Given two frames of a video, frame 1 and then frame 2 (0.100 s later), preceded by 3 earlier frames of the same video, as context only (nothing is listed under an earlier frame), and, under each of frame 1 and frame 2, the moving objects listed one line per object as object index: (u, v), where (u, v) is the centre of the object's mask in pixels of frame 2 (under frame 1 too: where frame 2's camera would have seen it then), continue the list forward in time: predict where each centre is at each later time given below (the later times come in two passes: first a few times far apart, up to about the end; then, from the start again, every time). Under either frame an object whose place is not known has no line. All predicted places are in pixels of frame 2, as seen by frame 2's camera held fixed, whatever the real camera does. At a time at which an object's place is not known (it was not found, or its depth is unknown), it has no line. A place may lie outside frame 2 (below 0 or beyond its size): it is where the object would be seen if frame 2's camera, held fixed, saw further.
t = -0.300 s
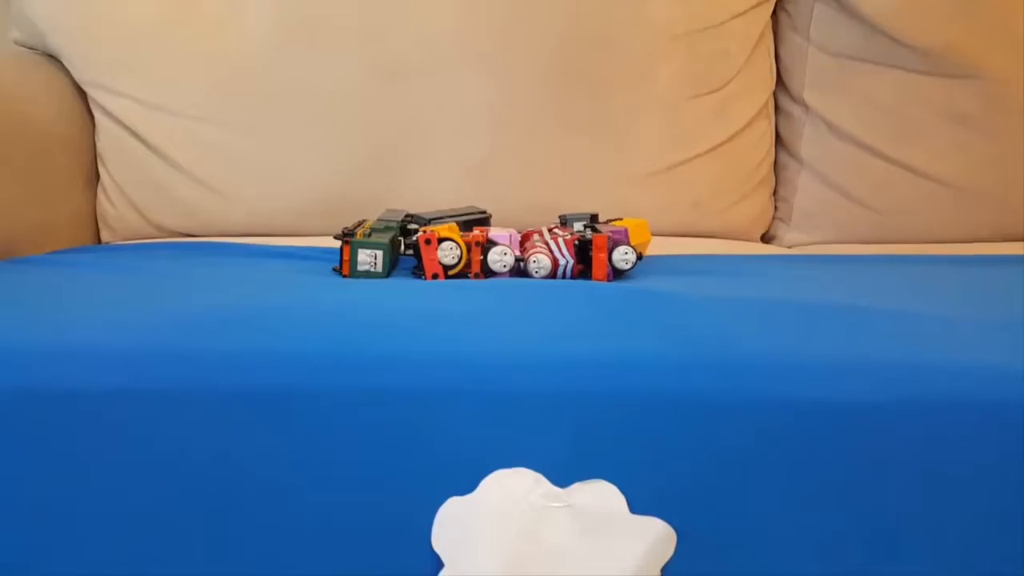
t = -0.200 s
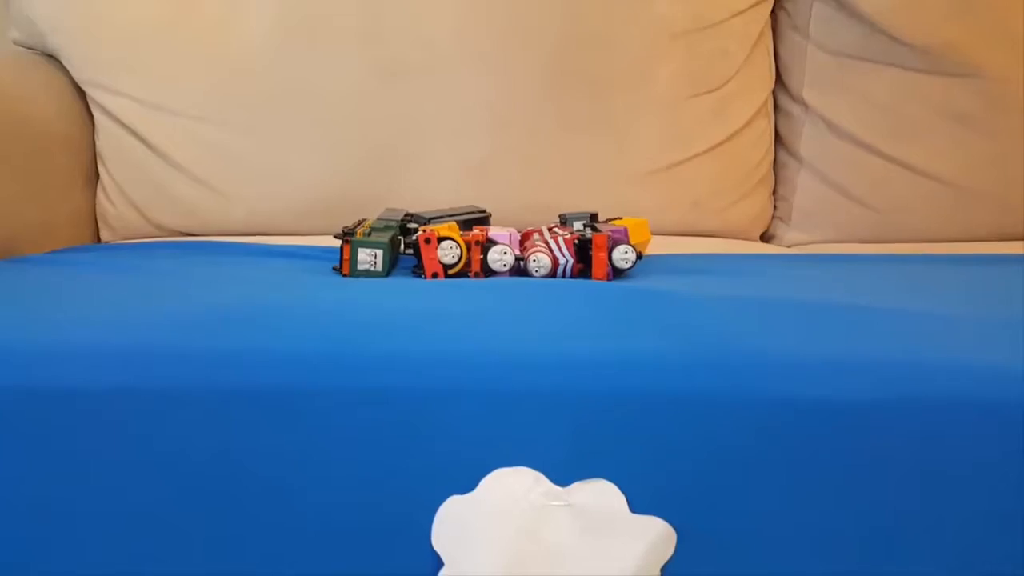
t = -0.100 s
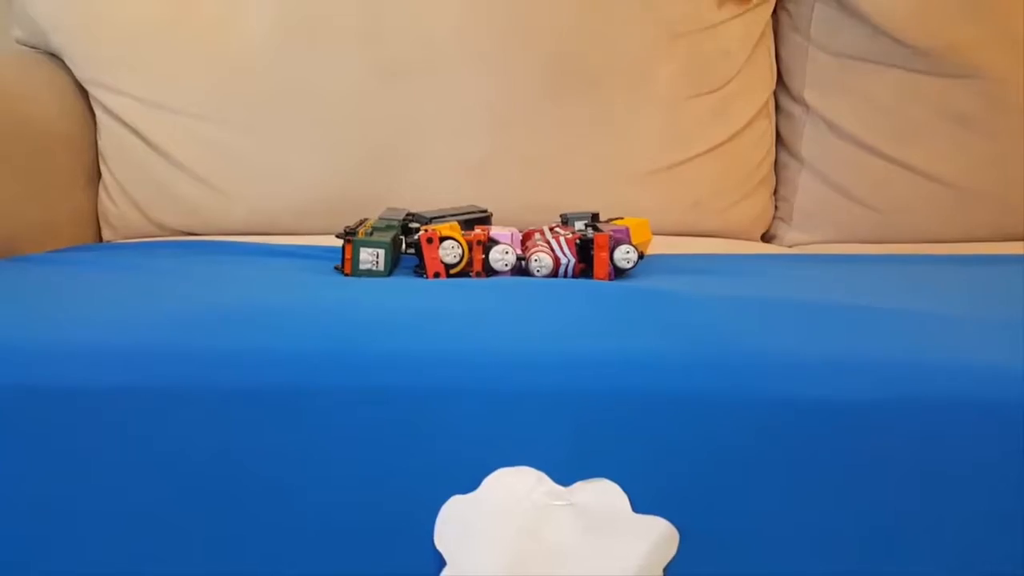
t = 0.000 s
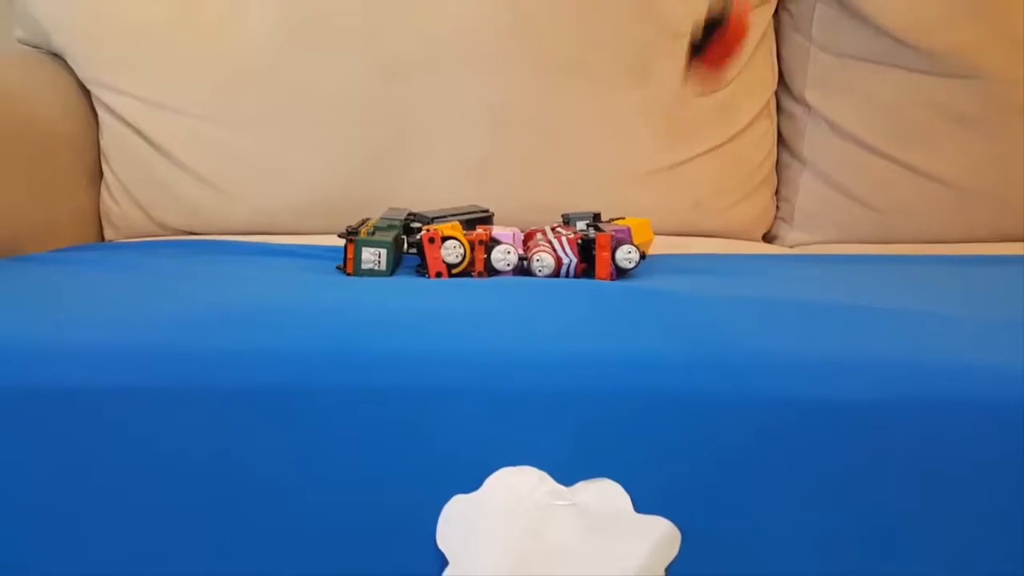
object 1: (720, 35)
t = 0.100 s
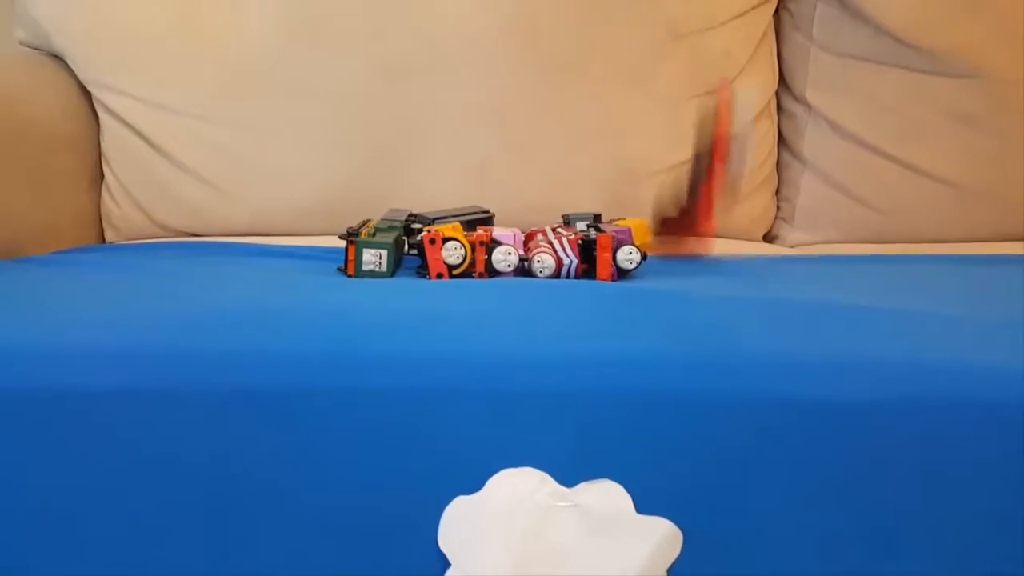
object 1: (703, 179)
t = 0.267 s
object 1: (760, 202)
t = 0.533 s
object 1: (860, 253)
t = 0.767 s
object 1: (929, 273)
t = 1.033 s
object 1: (950, 266)
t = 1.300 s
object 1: (919, 272)
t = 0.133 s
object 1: (705, 241)
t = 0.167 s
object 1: (717, 236)
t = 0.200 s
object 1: (736, 219)
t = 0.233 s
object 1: (749, 208)
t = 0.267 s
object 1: (760, 202)
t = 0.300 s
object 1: (770, 204)
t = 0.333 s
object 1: (777, 217)
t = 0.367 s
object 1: (786, 237)
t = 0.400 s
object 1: (800, 250)
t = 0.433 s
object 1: (819, 250)
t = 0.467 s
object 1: (837, 255)
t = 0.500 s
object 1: (850, 255)
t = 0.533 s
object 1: (860, 253)
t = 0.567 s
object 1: (871, 255)
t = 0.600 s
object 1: (882, 263)
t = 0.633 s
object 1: (891, 260)
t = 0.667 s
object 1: (895, 255)
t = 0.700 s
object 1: (910, 266)
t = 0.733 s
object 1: (921, 274)
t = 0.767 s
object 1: (929, 273)
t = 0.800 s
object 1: (938, 267)
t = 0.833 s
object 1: (945, 266)
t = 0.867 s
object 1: (949, 267)
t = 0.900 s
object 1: (951, 267)
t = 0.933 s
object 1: (951, 266)
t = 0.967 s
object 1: (952, 266)
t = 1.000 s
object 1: (951, 266)
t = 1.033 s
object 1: (950, 266)
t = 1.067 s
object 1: (949, 266)
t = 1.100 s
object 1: (948, 266)
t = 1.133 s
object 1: (945, 266)
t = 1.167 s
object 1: (942, 267)
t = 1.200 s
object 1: (937, 268)
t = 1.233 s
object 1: (931, 271)
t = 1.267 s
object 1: (923, 272)
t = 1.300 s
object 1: (919, 272)
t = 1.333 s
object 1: (914, 270)
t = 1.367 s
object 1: (913, 270)
